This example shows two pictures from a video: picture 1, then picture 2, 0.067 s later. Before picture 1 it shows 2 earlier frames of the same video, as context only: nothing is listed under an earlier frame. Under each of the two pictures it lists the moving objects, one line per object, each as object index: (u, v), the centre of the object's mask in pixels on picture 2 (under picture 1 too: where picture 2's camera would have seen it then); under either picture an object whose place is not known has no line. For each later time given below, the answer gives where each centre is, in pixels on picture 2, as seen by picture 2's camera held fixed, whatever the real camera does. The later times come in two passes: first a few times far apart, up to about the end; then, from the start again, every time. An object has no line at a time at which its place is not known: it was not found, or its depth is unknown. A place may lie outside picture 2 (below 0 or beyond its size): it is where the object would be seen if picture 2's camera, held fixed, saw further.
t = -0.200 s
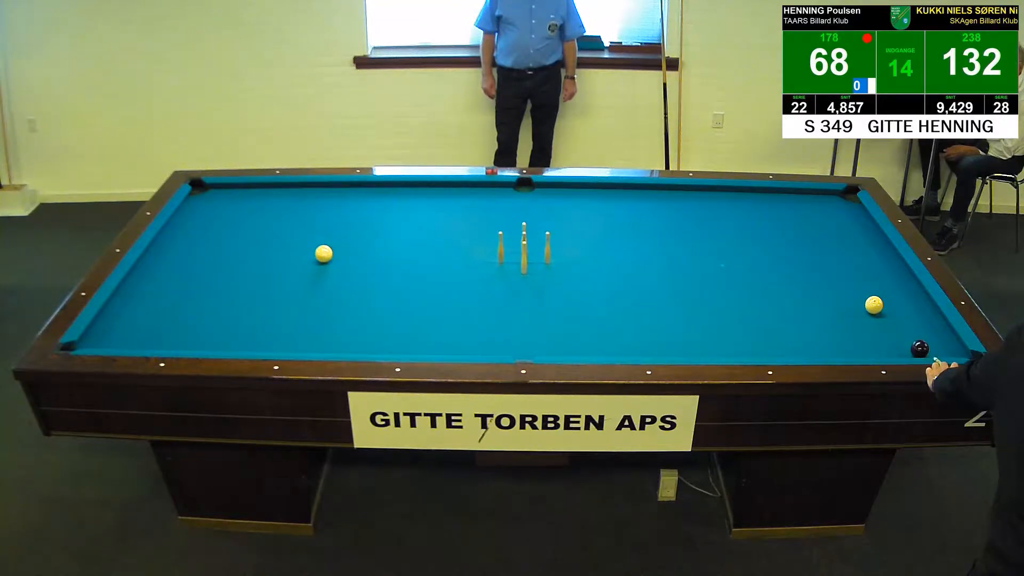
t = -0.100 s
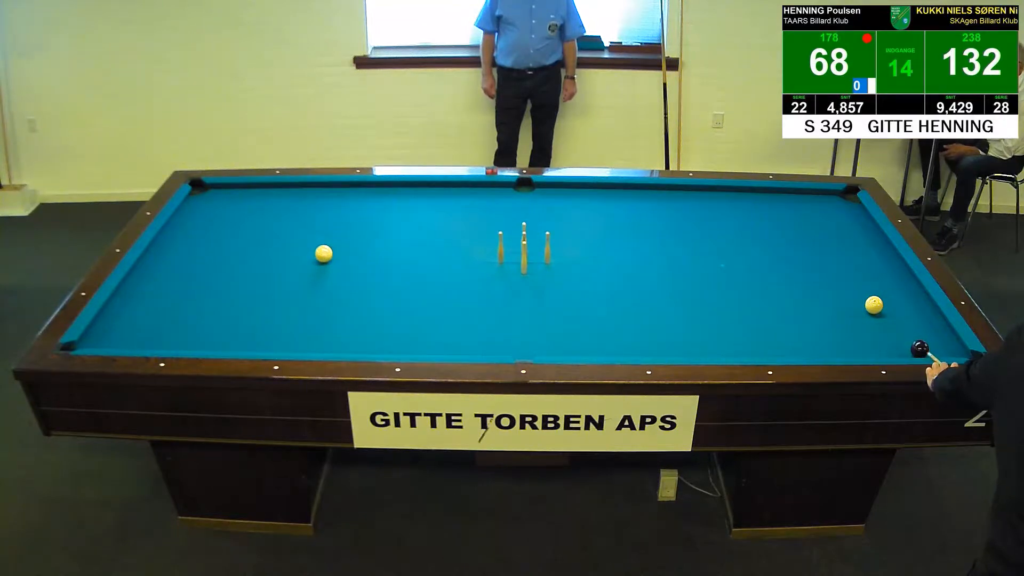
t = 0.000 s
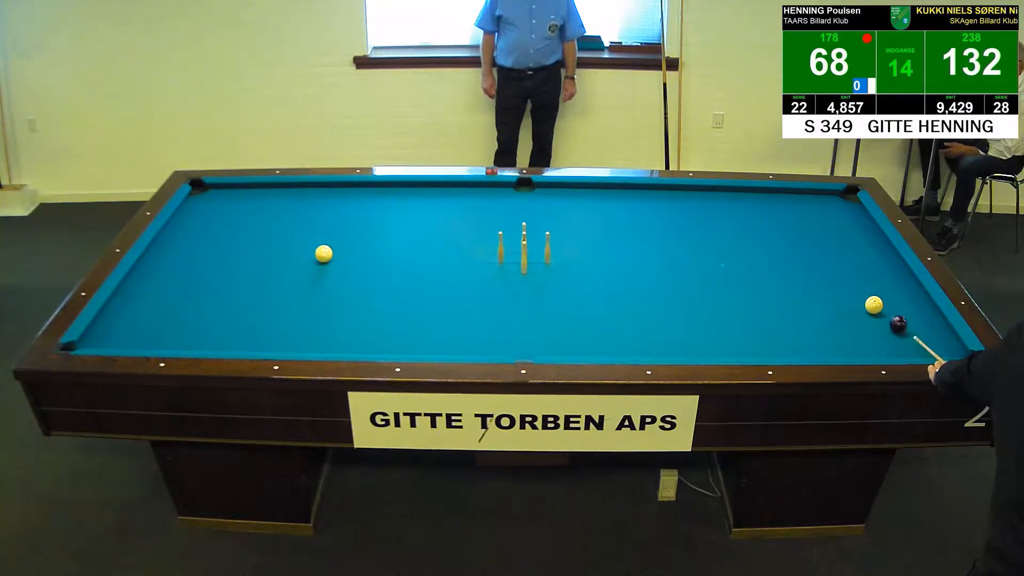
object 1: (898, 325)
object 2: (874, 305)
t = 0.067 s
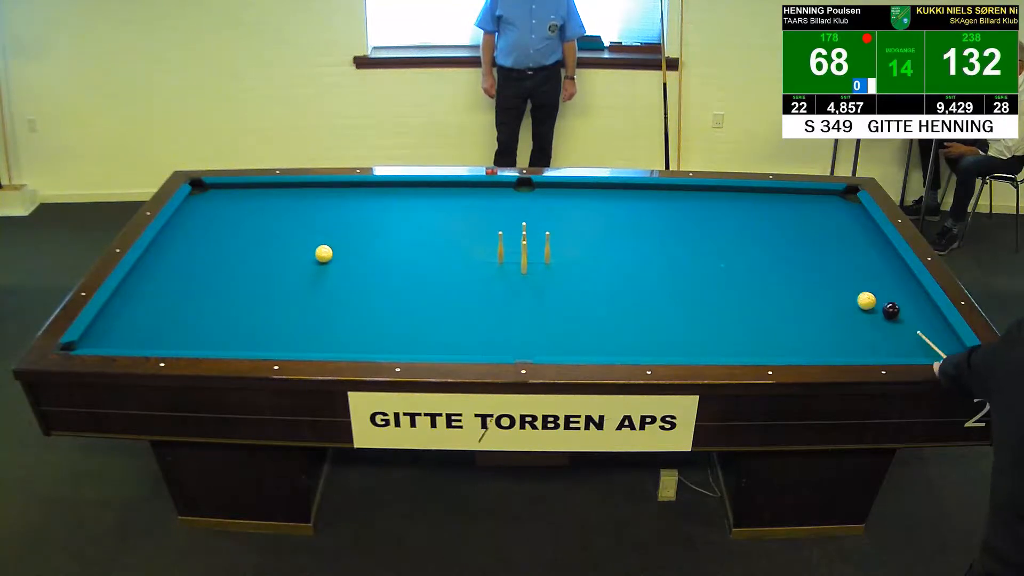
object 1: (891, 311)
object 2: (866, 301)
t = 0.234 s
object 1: (905, 296)
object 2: (818, 276)
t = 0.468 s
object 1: (903, 276)
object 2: (769, 251)
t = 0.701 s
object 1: (878, 260)
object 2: (723, 229)
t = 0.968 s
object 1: (852, 244)
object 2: (675, 206)
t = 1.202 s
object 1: (831, 232)
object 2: (638, 187)
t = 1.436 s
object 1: (811, 220)
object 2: (619, 196)
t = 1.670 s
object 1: (792, 209)
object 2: (602, 206)
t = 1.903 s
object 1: (774, 198)
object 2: (583, 216)
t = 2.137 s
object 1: (760, 192)
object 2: (564, 227)
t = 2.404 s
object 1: (751, 198)
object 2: (540, 239)
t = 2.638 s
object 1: (744, 204)
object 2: (521, 249)
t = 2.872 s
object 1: (736, 209)
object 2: (503, 261)
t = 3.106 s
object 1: (729, 214)
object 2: (485, 271)
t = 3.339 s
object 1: (722, 220)
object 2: (466, 282)
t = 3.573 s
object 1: (714, 225)
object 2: (447, 293)
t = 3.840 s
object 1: (706, 231)
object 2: (425, 306)
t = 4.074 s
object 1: (700, 236)
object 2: (406, 317)
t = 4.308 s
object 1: (693, 241)
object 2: (386, 328)
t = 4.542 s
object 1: (686, 246)
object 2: (367, 339)
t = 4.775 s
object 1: (680, 251)
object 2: (347, 348)
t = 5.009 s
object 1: (673, 255)
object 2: (340, 344)
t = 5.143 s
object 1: (670, 258)
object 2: (336, 341)
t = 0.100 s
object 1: (895, 308)
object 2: (855, 295)
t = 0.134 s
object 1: (898, 306)
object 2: (845, 290)
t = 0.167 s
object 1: (901, 302)
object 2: (836, 285)
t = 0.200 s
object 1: (903, 299)
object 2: (827, 281)
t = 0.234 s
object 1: (905, 296)
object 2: (818, 276)
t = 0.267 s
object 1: (907, 293)
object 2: (811, 273)
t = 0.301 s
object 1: (908, 290)
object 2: (803, 269)
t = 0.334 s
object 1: (910, 286)
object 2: (796, 265)
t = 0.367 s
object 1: (911, 283)
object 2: (789, 262)
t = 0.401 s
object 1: (911, 281)
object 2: (782, 258)
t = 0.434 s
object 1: (906, 278)
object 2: (775, 255)
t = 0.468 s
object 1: (903, 276)
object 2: (769, 251)
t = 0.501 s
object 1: (899, 273)
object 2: (761, 248)
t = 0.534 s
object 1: (896, 271)
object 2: (755, 245)
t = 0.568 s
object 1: (892, 269)
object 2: (749, 241)
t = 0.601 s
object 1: (888, 267)
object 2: (742, 238)
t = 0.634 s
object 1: (885, 265)
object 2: (736, 235)
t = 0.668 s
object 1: (882, 263)
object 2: (729, 232)
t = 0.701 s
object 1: (878, 260)
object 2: (723, 229)
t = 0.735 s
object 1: (875, 258)
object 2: (717, 226)
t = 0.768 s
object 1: (871, 256)
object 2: (711, 223)
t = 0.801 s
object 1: (868, 254)
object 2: (705, 220)
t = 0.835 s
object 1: (865, 252)
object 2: (698, 217)
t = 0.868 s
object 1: (862, 250)
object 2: (693, 214)
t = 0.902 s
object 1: (858, 248)
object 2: (687, 211)
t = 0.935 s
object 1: (855, 247)
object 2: (681, 208)
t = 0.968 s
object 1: (852, 244)
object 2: (675, 206)
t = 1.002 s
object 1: (849, 243)
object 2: (670, 203)
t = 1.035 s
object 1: (846, 241)
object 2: (664, 200)
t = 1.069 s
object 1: (843, 239)
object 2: (659, 197)
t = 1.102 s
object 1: (840, 237)
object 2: (654, 195)
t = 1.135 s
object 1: (837, 235)
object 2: (648, 192)
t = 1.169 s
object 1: (834, 233)
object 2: (643, 190)
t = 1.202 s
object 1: (831, 232)
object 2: (638, 187)
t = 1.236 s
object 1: (828, 230)
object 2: (634, 187)
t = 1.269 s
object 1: (825, 228)
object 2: (632, 189)
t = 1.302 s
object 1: (822, 226)
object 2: (630, 191)
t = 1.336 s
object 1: (819, 225)
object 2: (627, 192)
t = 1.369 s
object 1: (816, 223)
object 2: (625, 193)
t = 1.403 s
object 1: (814, 221)
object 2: (622, 195)
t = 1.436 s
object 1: (811, 220)
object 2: (619, 196)
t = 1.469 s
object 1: (808, 218)
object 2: (617, 197)
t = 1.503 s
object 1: (805, 216)
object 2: (614, 199)
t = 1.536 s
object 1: (803, 215)
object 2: (612, 200)
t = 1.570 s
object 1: (800, 213)
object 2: (609, 202)
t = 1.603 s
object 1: (797, 212)
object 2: (607, 203)
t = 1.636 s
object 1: (794, 210)
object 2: (604, 204)
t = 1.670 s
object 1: (792, 209)
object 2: (602, 206)
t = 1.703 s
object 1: (789, 207)
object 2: (599, 207)
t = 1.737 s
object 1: (787, 206)
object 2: (596, 209)
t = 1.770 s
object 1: (784, 204)
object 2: (594, 210)
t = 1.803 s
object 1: (782, 202)
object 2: (591, 212)
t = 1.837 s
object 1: (779, 200)
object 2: (588, 213)
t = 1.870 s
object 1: (777, 199)
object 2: (586, 214)
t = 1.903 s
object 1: (774, 198)
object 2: (583, 216)
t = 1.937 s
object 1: (772, 196)
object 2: (580, 218)
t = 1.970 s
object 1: (769, 195)
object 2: (578, 219)
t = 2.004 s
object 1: (767, 194)
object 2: (575, 221)
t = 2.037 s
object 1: (765, 192)
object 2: (572, 222)
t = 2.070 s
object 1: (762, 191)
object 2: (569, 223)
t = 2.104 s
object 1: (761, 191)
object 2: (567, 225)
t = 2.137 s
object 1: (760, 192)
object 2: (564, 227)
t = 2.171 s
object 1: (759, 193)
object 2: (561, 228)
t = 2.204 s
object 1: (758, 194)
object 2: (558, 230)
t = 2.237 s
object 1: (757, 194)
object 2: (556, 231)
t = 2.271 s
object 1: (756, 195)
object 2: (553, 232)
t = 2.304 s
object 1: (754, 196)
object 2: (550, 234)
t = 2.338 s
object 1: (754, 196)
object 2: (546, 234)
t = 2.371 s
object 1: (753, 197)
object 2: (544, 236)
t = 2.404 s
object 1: (751, 198)
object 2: (540, 239)
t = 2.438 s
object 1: (750, 199)
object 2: (538, 241)
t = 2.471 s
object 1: (749, 200)
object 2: (536, 242)
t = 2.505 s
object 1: (748, 200)
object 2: (533, 244)
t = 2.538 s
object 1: (747, 201)
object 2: (532, 245)
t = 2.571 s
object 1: (746, 202)
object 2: (530, 247)
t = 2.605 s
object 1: (745, 203)
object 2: (526, 247)
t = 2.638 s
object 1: (744, 204)
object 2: (521, 249)
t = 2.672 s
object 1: (743, 204)
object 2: (517, 251)
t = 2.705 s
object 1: (742, 205)
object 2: (515, 253)
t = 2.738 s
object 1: (741, 206)
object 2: (513, 255)
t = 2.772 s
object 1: (740, 207)
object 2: (511, 256)
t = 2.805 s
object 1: (739, 207)
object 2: (508, 257)
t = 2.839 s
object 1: (738, 208)
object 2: (506, 259)
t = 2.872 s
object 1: (736, 209)
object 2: (503, 261)
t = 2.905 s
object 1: (735, 210)
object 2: (501, 262)
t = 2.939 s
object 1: (734, 210)
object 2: (498, 264)
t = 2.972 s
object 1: (733, 211)
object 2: (495, 265)
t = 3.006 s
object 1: (732, 212)
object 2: (493, 267)
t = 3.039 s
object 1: (731, 213)
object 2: (490, 268)
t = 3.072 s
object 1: (730, 214)
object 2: (488, 270)
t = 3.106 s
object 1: (729, 214)
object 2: (485, 271)
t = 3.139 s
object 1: (728, 215)
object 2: (482, 273)
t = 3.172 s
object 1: (727, 216)
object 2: (479, 274)
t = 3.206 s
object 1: (726, 217)
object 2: (477, 276)
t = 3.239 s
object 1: (725, 217)
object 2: (474, 277)
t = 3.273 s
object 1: (724, 218)
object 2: (471, 279)
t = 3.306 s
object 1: (723, 219)
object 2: (469, 280)
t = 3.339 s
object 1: (722, 220)
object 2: (466, 282)
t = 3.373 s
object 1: (721, 220)
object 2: (463, 284)
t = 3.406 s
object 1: (720, 221)
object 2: (461, 285)
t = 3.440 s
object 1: (719, 222)
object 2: (458, 287)
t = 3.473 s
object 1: (718, 223)
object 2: (455, 288)
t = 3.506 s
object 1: (717, 223)
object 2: (453, 290)
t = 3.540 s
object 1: (716, 224)
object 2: (450, 291)
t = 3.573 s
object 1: (714, 225)
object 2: (447, 293)
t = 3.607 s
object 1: (713, 226)
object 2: (445, 294)
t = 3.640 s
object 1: (712, 226)
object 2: (442, 296)
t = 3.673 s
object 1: (711, 227)
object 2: (439, 298)
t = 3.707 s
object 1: (710, 228)
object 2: (436, 299)
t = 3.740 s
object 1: (709, 229)
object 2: (434, 301)
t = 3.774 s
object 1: (708, 229)
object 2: (431, 302)
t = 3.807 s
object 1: (707, 230)
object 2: (428, 304)
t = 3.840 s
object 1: (706, 231)
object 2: (425, 306)
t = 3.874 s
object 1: (705, 232)
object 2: (423, 307)
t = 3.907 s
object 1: (704, 232)
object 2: (420, 309)
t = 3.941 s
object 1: (703, 233)
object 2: (417, 310)
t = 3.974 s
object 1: (702, 234)
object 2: (414, 312)
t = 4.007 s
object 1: (701, 234)
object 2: (412, 313)
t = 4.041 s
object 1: (701, 235)
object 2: (409, 315)
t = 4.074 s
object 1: (700, 236)
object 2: (406, 317)
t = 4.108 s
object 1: (698, 237)
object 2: (403, 318)
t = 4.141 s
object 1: (698, 237)
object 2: (400, 320)
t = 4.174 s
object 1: (697, 238)
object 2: (398, 322)
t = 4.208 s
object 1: (696, 239)
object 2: (395, 323)
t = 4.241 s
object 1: (695, 240)
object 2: (392, 325)
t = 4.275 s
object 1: (694, 240)
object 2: (389, 326)
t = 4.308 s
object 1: (693, 241)
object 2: (386, 328)
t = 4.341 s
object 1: (692, 242)
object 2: (383, 330)
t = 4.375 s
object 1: (691, 242)
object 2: (381, 331)
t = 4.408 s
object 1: (690, 243)
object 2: (378, 333)
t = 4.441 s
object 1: (689, 244)
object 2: (375, 335)
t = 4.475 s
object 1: (688, 245)
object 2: (372, 336)
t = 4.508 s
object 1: (687, 245)
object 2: (369, 338)
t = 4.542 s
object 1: (686, 246)
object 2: (367, 339)
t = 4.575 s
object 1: (685, 247)
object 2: (364, 341)
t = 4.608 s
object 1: (684, 247)
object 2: (361, 343)
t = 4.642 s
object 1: (683, 248)
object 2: (358, 344)
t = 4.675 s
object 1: (682, 249)
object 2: (355, 345)
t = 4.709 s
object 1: (681, 249)
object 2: (353, 346)
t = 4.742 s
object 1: (681, 250)
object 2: (350, 347)
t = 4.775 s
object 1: (680, 251)
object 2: (347, 348)
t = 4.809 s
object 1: (679, 251)
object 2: (346, 347)
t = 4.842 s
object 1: (678, 252)
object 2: (345, 347)
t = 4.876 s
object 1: (677, 253)
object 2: (344, 346)
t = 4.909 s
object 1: (676, 253)
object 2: (343, 346)
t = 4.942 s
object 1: (675, 254)
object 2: (342, 345)
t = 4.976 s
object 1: (674, 255)
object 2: (341, 344)
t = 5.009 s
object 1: (673, 255)
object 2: (340, 344)
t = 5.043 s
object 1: (672, 256)
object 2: (339, 343)
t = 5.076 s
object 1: (671, 257)
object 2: (338, 342)
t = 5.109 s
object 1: (671, 257)
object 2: (337, 341)
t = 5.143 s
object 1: (670, 258)
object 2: (336, 341)
